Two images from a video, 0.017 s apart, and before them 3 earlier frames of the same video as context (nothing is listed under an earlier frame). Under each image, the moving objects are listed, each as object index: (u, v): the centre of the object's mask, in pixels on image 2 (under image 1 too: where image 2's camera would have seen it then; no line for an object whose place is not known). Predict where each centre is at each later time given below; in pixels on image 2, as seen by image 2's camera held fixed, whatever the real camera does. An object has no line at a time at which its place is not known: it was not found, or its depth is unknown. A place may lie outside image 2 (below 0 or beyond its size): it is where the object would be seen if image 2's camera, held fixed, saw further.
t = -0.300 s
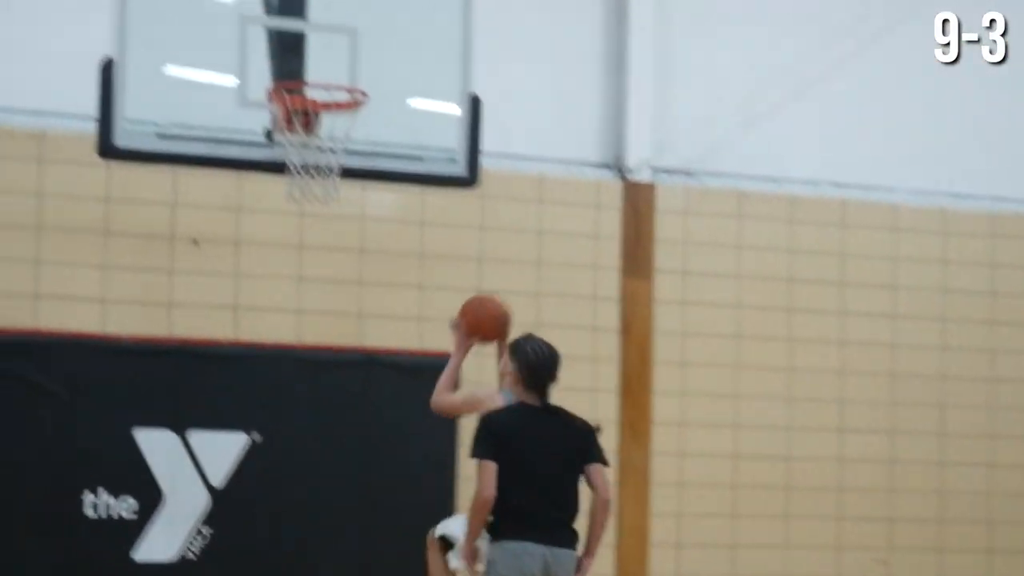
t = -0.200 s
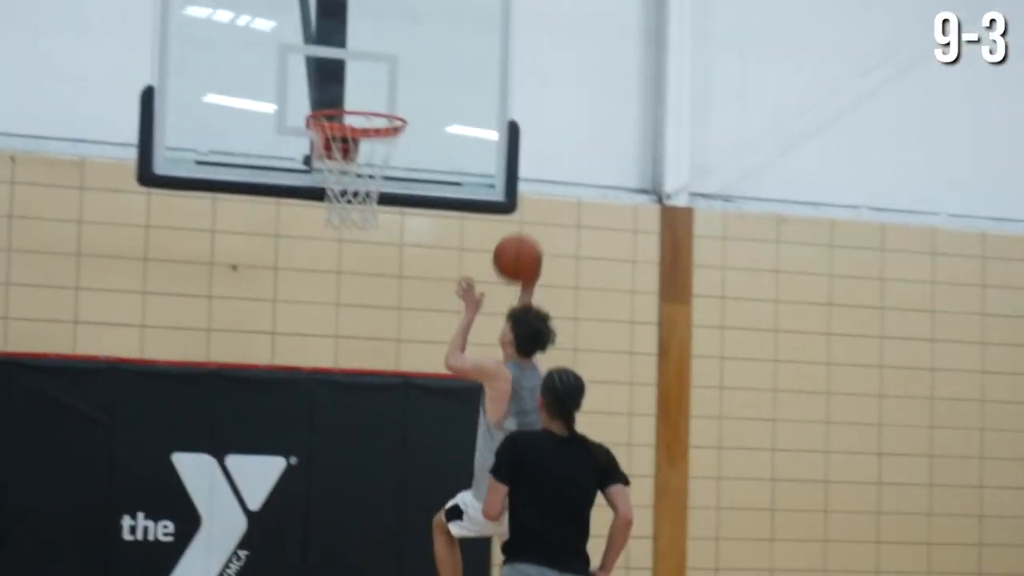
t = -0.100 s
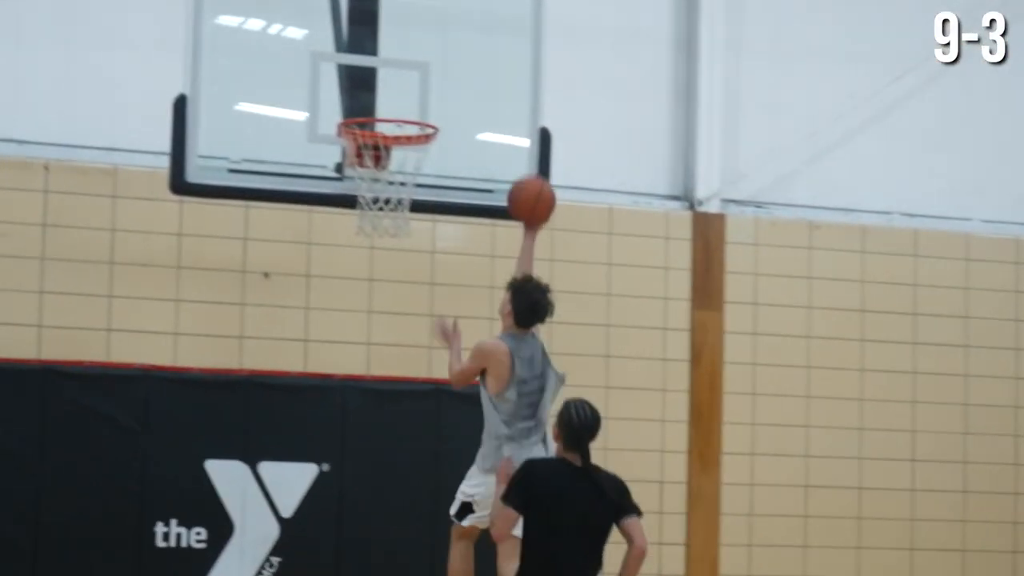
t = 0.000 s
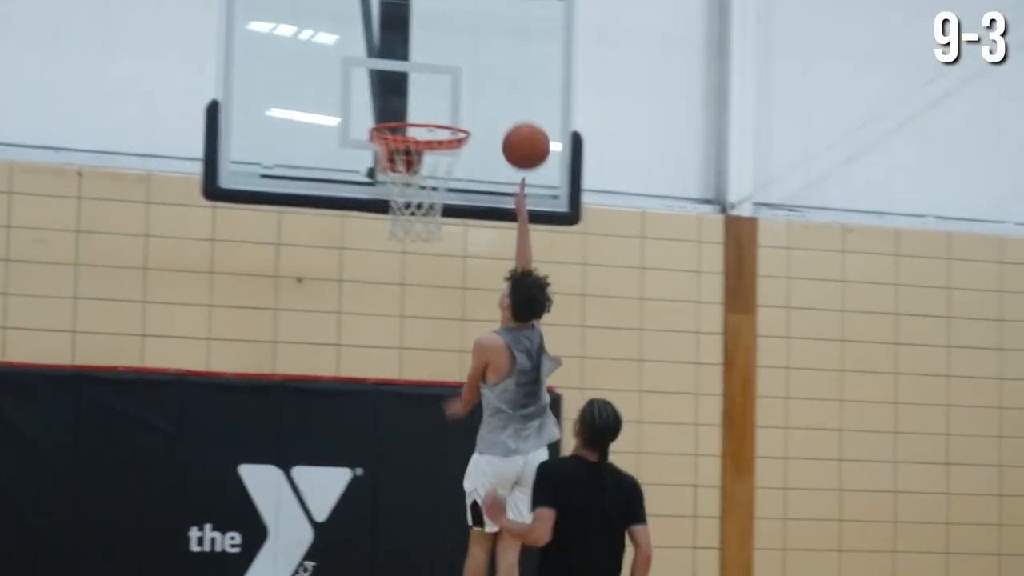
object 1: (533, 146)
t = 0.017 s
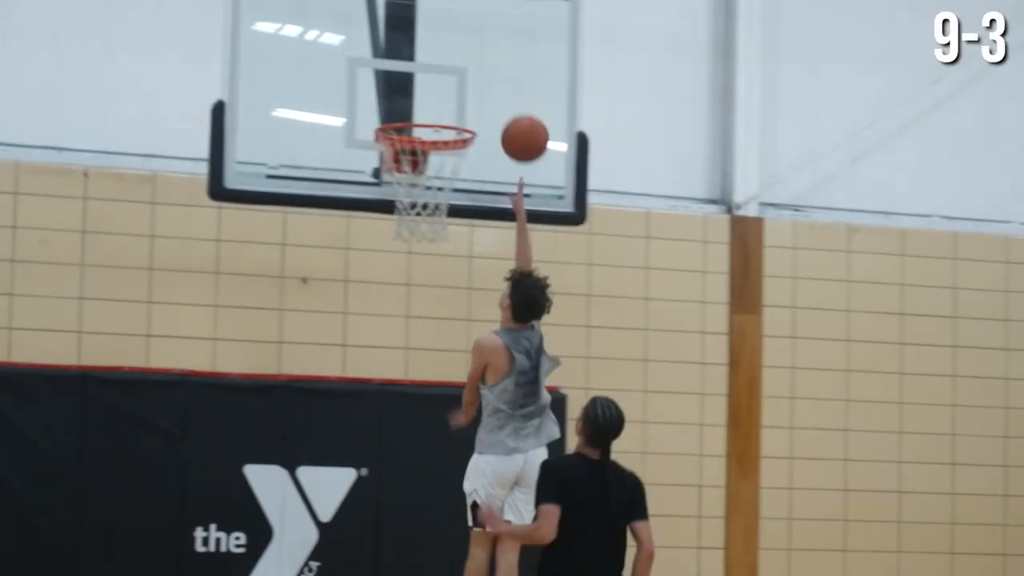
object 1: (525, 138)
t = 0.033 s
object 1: (517, 131)
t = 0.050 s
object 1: (510, 124)
